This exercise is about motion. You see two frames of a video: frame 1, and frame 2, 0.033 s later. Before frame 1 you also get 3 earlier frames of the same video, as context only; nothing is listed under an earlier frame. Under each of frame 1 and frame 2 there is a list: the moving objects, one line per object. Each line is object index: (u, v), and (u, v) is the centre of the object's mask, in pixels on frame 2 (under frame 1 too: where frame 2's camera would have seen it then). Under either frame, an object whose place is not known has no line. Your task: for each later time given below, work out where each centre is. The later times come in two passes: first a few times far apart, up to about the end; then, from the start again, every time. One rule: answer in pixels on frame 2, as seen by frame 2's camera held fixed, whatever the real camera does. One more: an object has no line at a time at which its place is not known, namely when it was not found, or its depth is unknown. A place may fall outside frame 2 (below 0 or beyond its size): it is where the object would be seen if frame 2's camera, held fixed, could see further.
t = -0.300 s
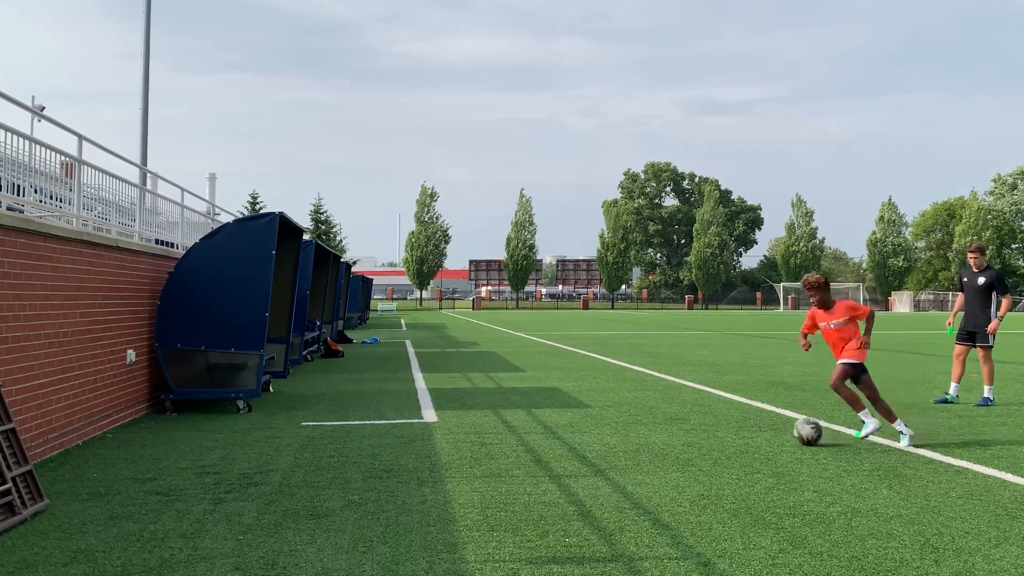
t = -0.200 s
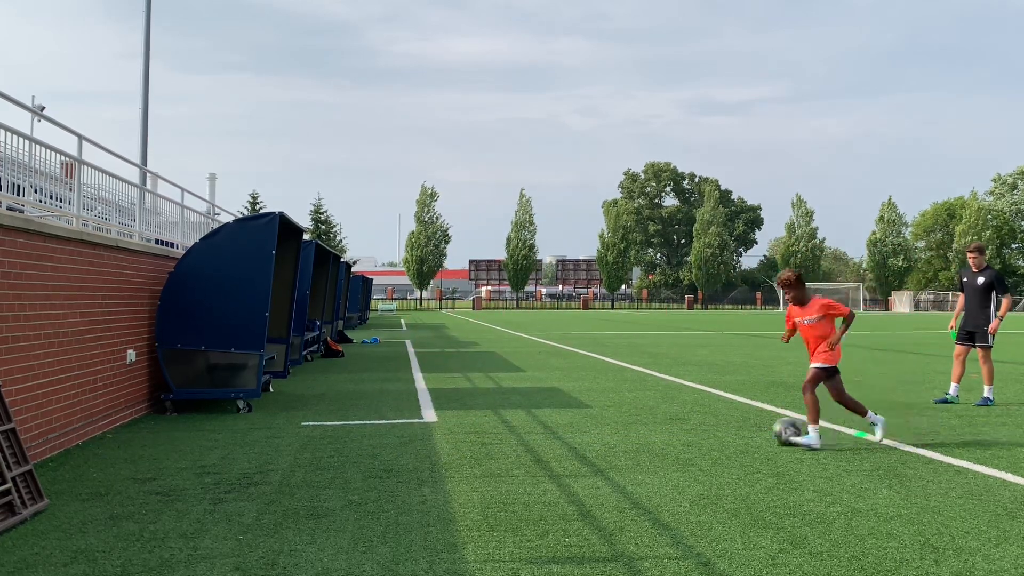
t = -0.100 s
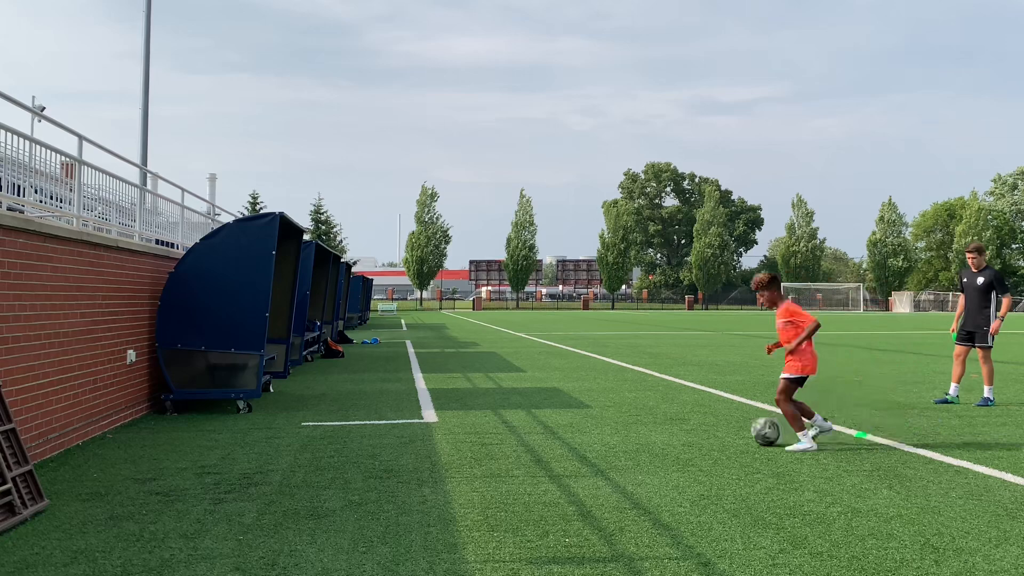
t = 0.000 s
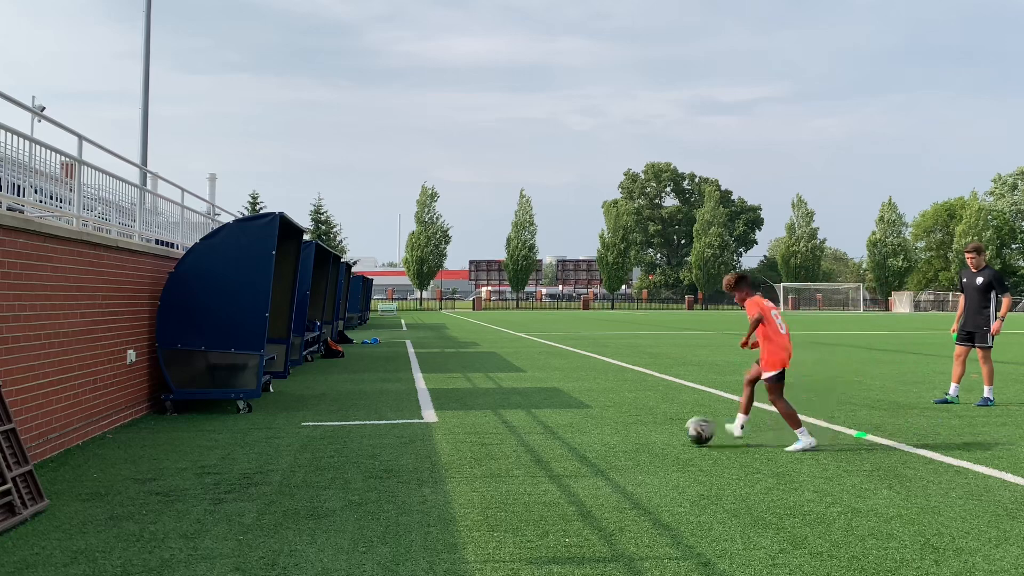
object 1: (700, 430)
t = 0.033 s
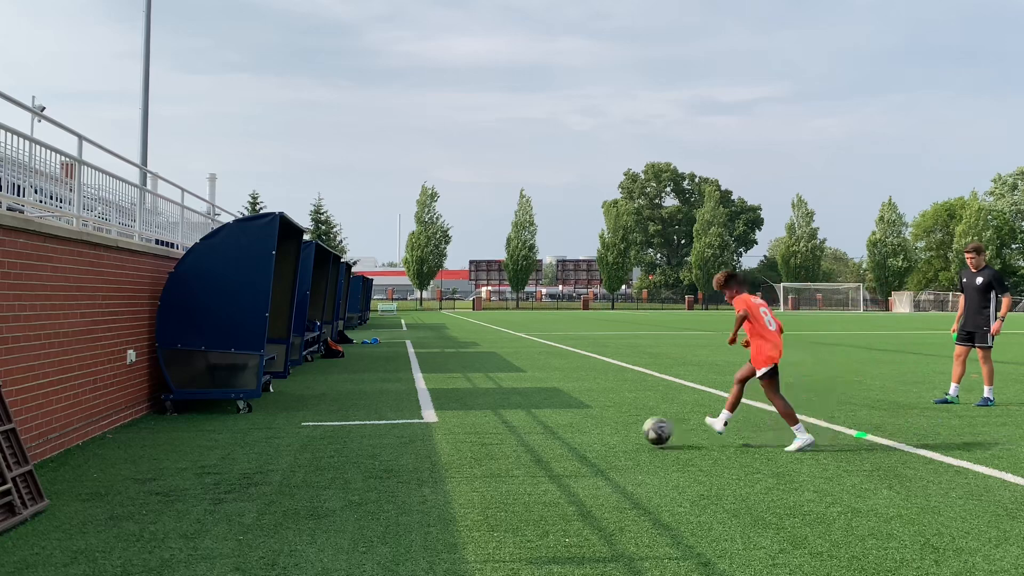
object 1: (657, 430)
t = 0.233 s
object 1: (408, 438)
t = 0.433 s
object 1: (170, 447)
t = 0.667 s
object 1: (142, 442)
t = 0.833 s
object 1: (273, 446)
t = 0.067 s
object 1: (614, 433)
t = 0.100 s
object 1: (571, 436)
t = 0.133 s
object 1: (531, 436)
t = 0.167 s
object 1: (491, 434)
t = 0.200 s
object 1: (450, 435)
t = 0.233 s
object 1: (408, 438)
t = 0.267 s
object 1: (368, 442)
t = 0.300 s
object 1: (325, 444)
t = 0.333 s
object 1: (288, 443)
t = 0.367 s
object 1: (249, 442)
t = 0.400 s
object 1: (210, 444)
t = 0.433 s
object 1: (170, 447)
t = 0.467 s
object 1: (130, 454)
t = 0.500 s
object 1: (94, 453)
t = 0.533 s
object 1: (58, 452)
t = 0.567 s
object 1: (52, 449)
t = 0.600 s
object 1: (82, 444)
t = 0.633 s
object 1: (112, 442)
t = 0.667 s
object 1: (142, 442)
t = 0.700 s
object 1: (170, 443)
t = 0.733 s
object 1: (198, 445)
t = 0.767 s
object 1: (227, 450)
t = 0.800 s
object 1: (253, 452)
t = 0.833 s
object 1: (273, 446)
